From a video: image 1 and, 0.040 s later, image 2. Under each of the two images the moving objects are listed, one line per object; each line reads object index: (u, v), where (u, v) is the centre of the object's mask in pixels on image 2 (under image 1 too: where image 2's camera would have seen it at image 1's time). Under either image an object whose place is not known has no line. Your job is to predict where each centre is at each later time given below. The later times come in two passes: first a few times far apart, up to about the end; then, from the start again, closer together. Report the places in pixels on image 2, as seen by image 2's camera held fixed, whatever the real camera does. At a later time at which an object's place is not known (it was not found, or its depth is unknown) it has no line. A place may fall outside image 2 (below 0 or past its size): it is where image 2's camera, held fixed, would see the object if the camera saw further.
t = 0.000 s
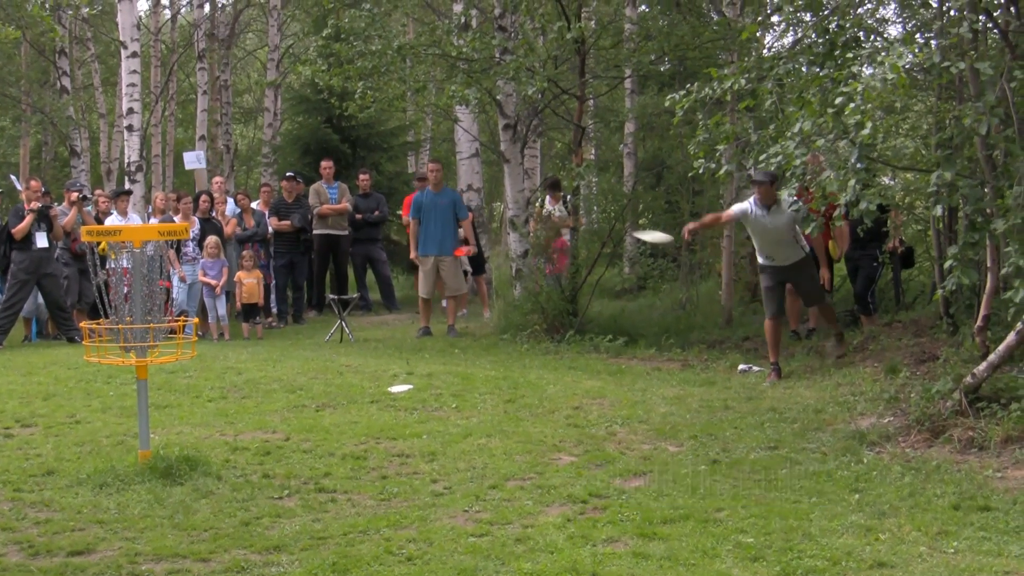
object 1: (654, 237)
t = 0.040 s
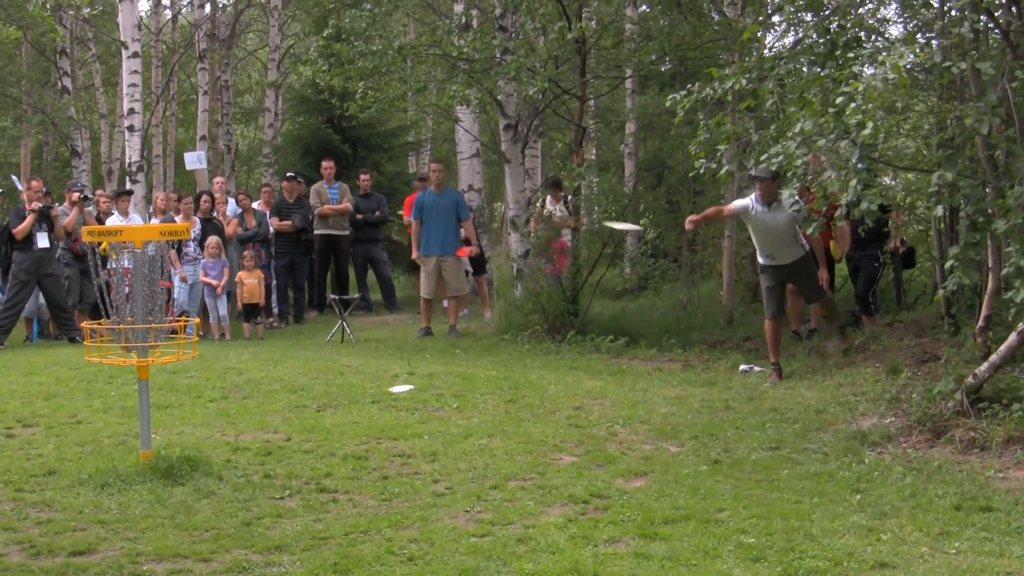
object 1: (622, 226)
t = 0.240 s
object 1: (458, 214)
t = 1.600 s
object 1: (172, 355)
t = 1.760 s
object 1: (174, 356)
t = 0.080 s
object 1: (590, 218)
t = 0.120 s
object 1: (559, 213)
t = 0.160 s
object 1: (527, 211)
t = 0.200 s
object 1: (494, 211)
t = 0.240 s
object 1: (458, 214)
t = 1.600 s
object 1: (172, 355)
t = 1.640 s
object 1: (173, 355)
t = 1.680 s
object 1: (173, 356)
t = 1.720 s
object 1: (174, 355)
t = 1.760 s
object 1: (174, 356)
